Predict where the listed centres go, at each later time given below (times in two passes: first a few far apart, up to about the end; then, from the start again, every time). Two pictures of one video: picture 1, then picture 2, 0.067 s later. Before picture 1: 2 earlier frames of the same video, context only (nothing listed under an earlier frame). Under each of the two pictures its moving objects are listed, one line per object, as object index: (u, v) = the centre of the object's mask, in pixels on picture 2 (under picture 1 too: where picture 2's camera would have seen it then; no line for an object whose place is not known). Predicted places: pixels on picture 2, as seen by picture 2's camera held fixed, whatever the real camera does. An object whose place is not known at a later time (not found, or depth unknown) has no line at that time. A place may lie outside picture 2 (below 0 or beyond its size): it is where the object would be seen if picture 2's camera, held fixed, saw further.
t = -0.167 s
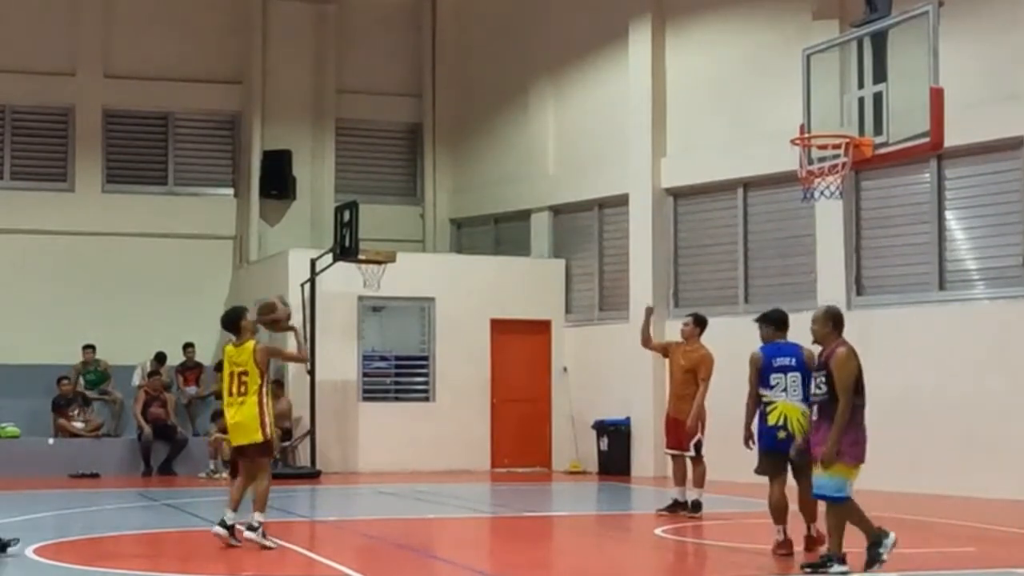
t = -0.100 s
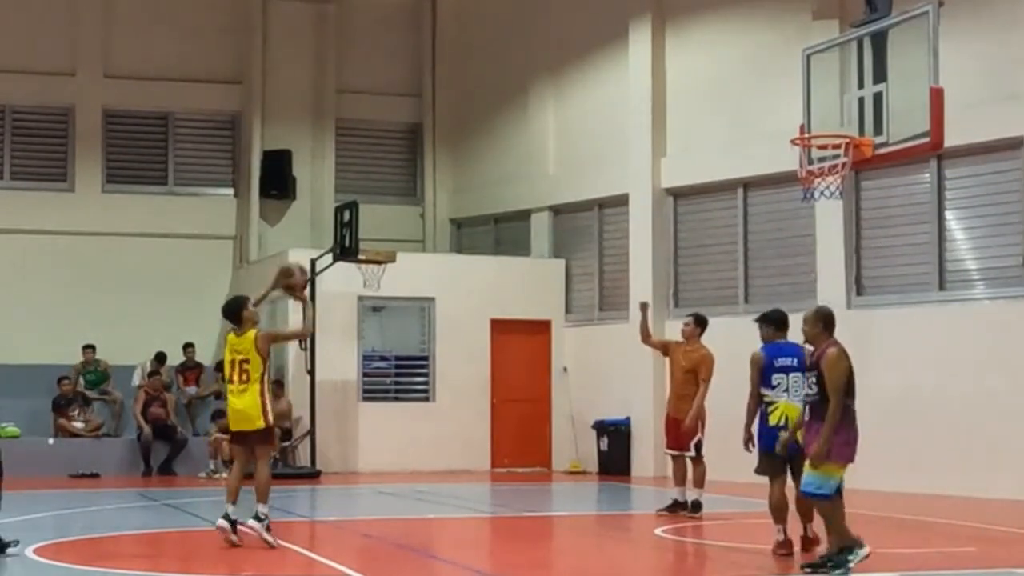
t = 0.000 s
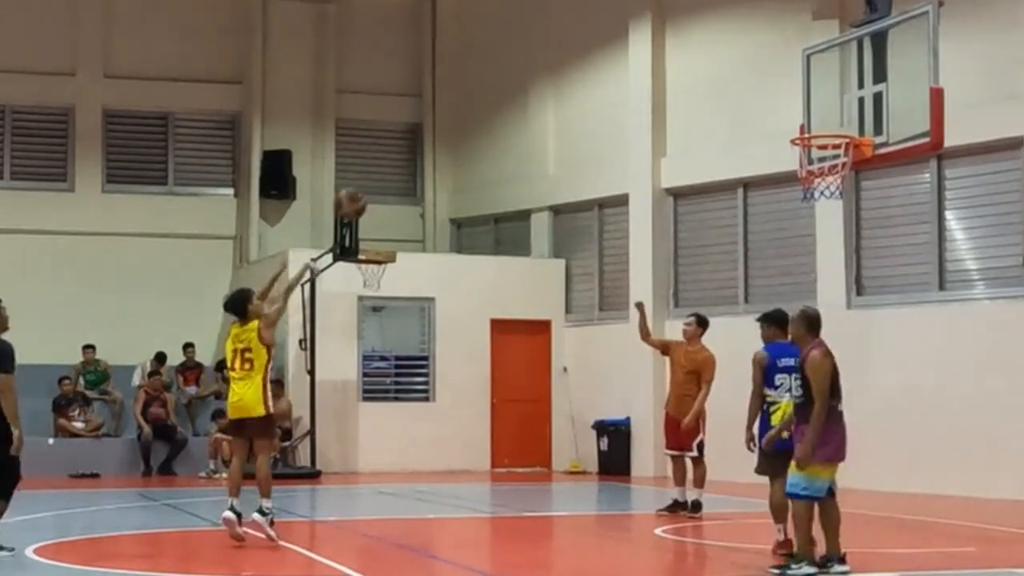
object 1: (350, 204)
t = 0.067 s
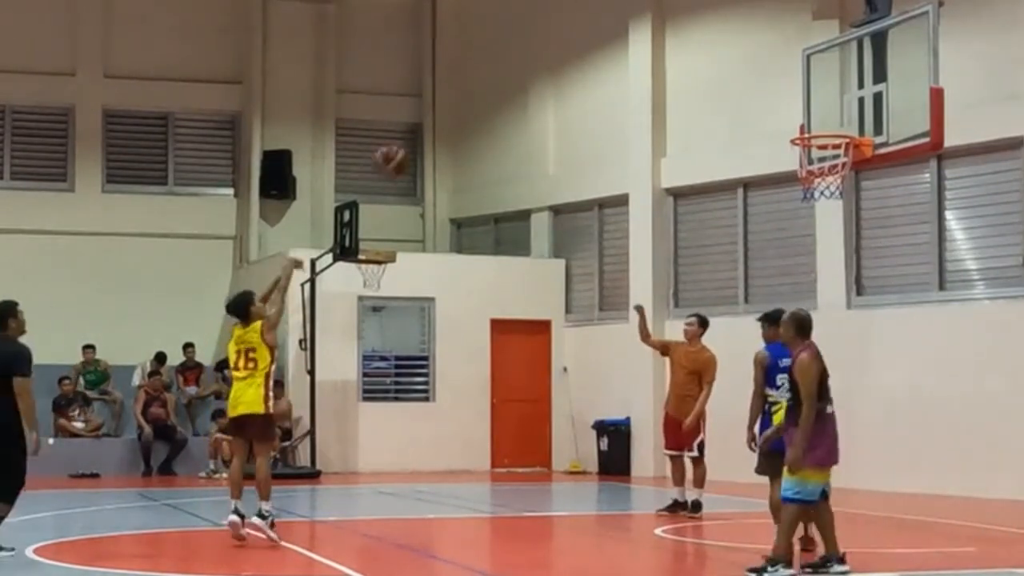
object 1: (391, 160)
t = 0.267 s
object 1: (508, 74)
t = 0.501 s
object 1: (636, 42)
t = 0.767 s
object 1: (777, 88)
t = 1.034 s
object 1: (795, 170)
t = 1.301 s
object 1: (806, 233)
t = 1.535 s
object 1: (817, 358)
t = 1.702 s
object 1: (825, 492)
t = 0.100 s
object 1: (411, 139)
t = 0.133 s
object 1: (430, 126)
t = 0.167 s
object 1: (453, 110)
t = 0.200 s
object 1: (470, 96)
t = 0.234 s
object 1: (489, 85)
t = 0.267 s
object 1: (508, 74)
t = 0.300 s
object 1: (526, 65)
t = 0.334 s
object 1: (547, 57)
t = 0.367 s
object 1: (564, 51)
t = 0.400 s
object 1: (583, 47)
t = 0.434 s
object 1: (601, 45)
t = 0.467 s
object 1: (619, 43)
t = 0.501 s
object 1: (636, 42)
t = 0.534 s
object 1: (655, 43)
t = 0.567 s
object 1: (673, 45)
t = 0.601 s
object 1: (690, 49)
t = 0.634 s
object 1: (708, 54)
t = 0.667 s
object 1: (725, 61)
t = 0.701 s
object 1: (743, 68)
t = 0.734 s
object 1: (760, 78)
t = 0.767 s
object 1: (777, 88)
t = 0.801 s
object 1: (794, 100)
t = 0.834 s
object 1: (810, 113)
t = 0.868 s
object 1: (827, 124)
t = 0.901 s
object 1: (831, 139)
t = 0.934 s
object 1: (816, 150)
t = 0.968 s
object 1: (799, 156)
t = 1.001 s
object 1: (796, 164)
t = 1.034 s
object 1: (795, 170)
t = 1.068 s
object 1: (794, 175)
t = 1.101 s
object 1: (796, 179)
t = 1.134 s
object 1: (797, 185)
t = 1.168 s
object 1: (799, 191)
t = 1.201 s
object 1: (801, 198)
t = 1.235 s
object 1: (802, 208)
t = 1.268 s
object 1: (804, 220)
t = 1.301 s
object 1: (806, 233)
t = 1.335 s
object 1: (808, 247)
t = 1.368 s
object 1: (809, 262)
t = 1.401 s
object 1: (810, 278)
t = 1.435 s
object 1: (812, 295)
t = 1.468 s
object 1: (814, 314)
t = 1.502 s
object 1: (816, 335)
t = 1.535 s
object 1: (817, 358)
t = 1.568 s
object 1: (819, 382)
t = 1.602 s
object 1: (821, 407)
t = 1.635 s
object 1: (822, 434)
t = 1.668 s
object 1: (824, 462)
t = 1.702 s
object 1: (825, 492)
